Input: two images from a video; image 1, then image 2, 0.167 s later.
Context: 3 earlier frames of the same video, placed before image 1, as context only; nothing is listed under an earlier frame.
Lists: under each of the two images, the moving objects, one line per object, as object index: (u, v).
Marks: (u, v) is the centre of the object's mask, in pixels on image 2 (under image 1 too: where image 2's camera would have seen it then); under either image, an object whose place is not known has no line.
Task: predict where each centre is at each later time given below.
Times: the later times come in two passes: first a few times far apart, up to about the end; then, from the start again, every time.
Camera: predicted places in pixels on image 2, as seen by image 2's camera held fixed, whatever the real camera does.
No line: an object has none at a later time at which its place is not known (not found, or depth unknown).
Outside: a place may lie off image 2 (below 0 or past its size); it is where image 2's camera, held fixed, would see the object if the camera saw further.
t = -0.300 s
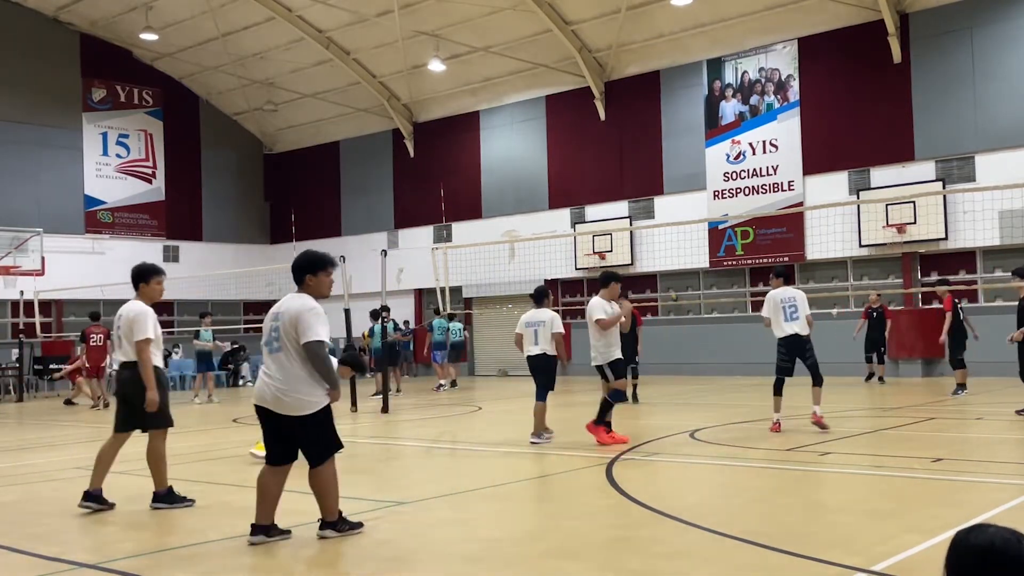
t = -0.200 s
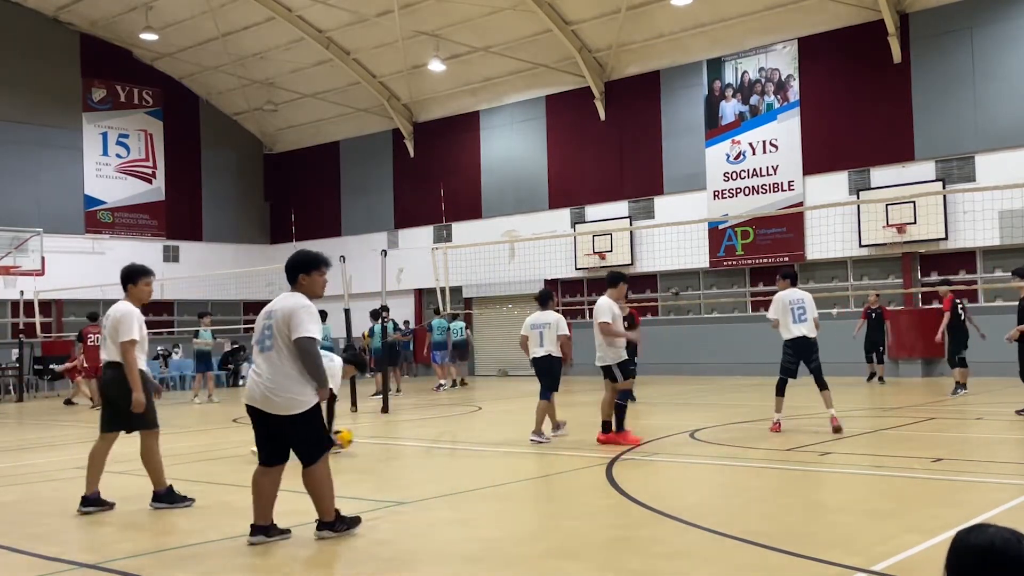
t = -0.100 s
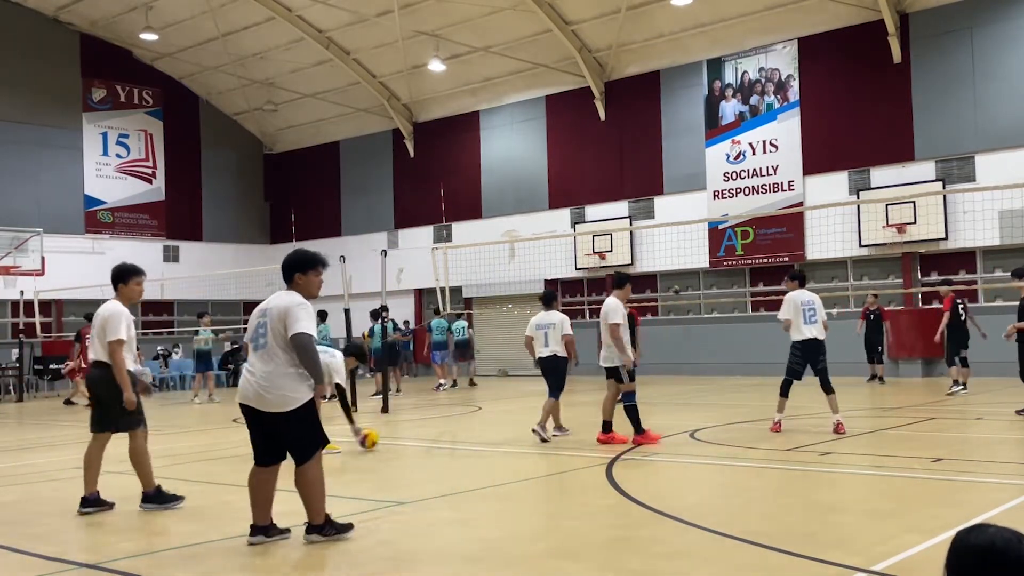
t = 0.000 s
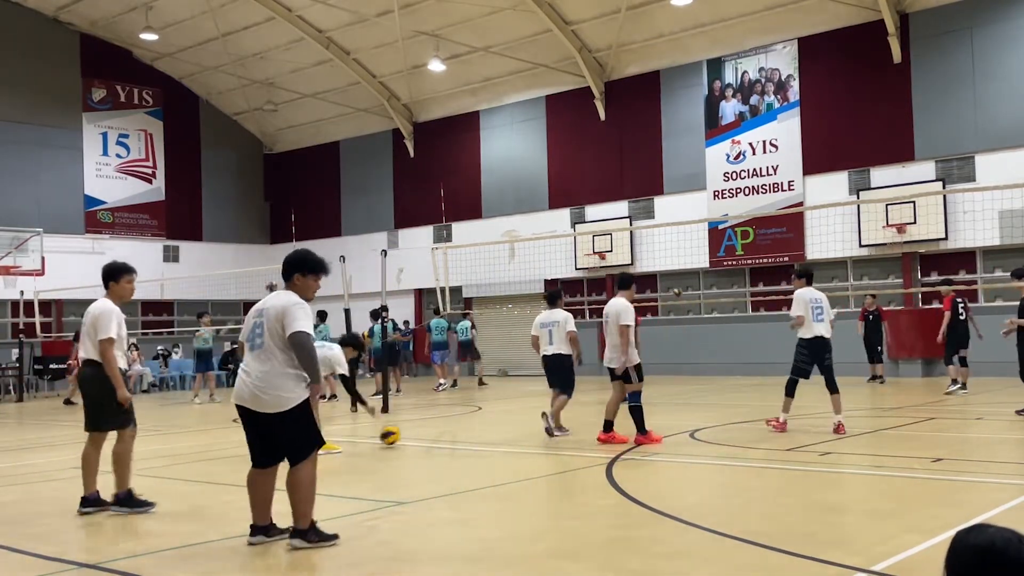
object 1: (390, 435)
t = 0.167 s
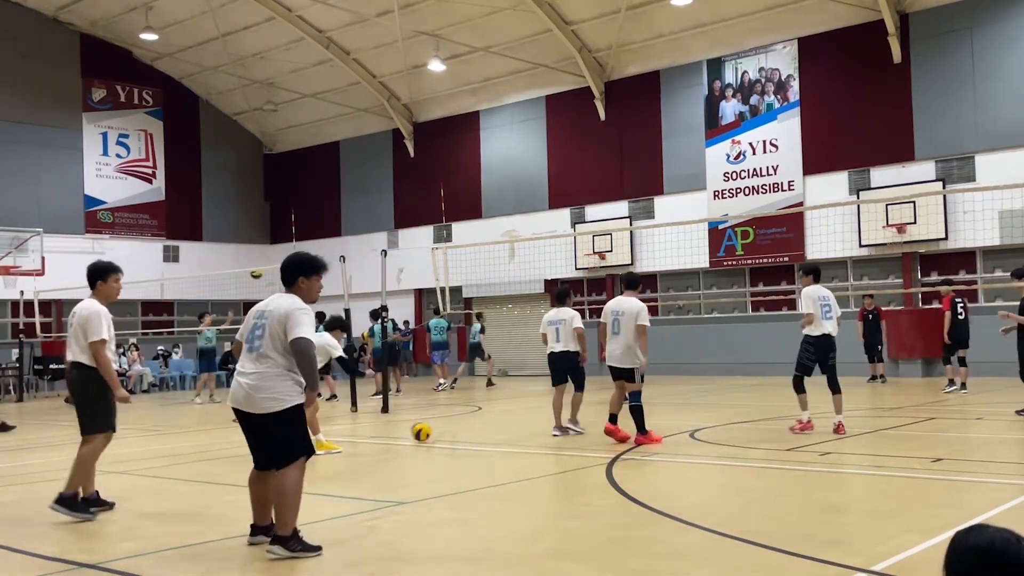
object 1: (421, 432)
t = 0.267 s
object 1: (438, 429)
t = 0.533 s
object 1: (481, 425)
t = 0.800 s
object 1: (518, 419)
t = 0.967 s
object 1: (540, 417)
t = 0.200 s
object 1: (427, 433)
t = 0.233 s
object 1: (433, 431)
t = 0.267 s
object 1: (438, 429)
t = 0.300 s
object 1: (444, 430)
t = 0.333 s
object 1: (450, 429)
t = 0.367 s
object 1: (455, 428)
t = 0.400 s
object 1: (460, 427)
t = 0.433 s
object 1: (466, 427)
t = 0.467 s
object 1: (471, 426)
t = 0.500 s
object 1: (476, 425)
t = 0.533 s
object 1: (481, 425)
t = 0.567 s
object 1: (486, 425)
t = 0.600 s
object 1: (491, 423)
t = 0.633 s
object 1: (495, 423)
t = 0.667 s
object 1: (500, 423)
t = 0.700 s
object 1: (505, 422)
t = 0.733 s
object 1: (510, 422)
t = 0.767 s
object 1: (514, 421)
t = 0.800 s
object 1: (518, 419)
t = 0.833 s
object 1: (523, 420)
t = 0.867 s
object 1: (527, 418)
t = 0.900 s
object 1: (531, 418)
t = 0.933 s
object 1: (536, 418)
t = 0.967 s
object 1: (540, 417)
